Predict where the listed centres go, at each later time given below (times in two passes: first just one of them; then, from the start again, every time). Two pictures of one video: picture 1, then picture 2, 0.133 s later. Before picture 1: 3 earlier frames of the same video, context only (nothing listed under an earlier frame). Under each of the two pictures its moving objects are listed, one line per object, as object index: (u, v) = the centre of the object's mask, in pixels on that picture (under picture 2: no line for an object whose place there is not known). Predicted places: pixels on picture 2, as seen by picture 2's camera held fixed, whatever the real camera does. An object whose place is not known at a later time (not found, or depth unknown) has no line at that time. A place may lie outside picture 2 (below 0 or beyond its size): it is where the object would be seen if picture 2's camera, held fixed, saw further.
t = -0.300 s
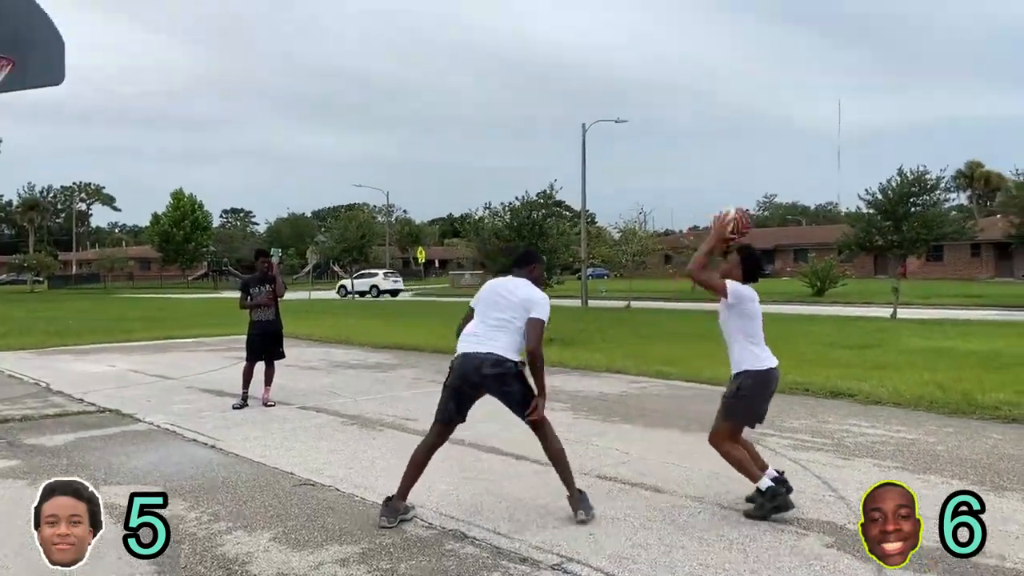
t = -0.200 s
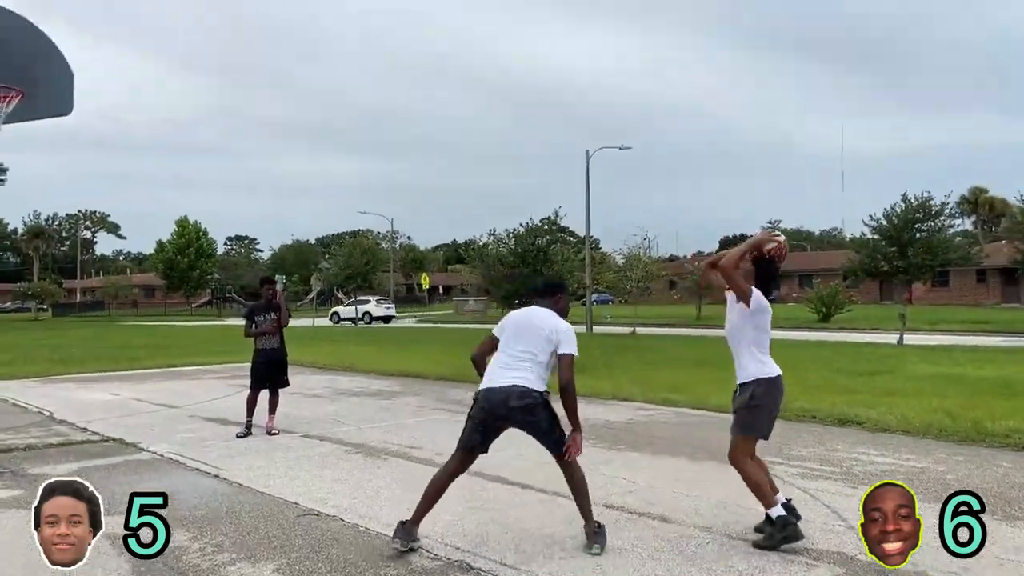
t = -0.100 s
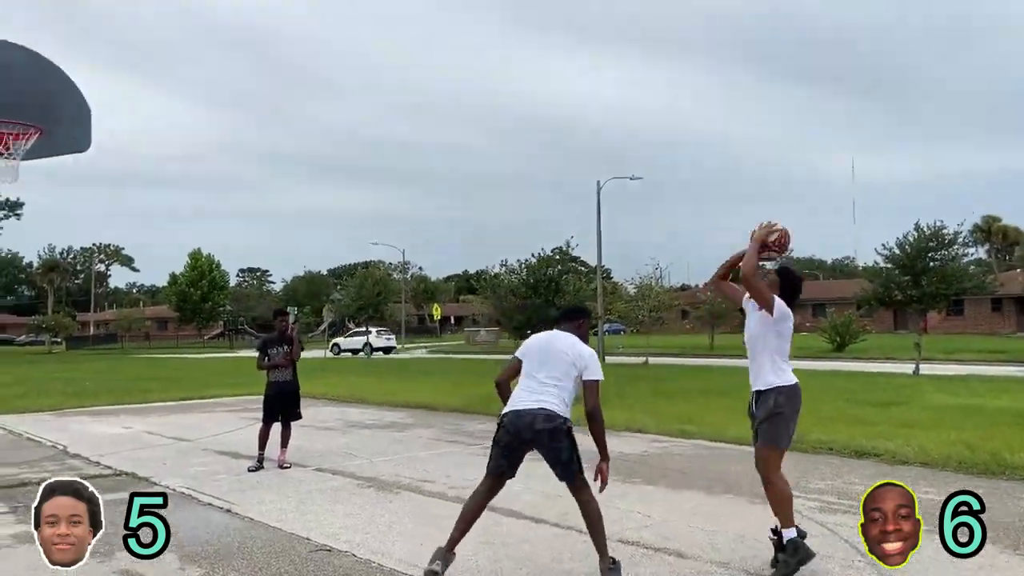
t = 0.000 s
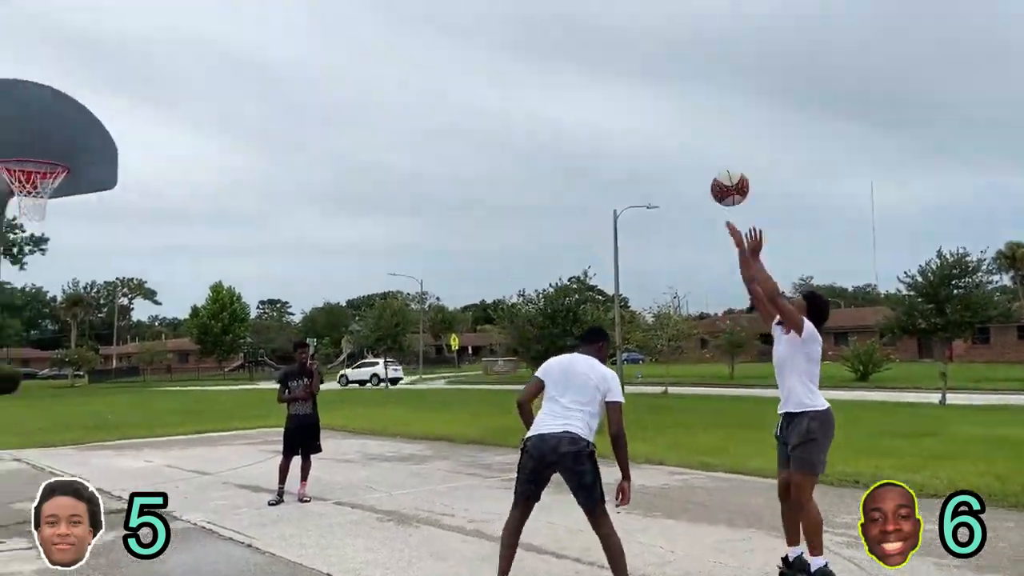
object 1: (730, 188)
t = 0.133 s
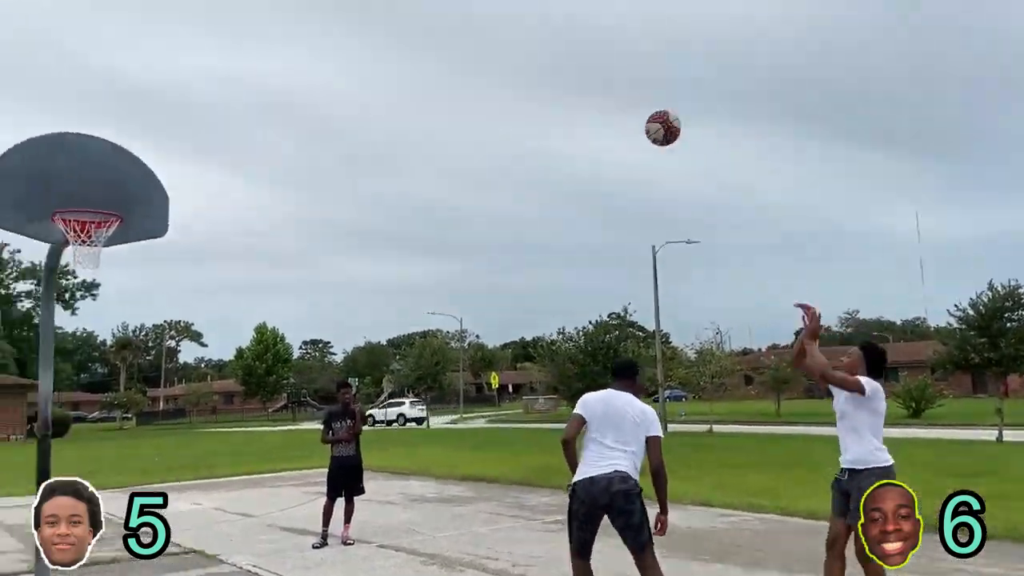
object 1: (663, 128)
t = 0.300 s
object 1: (543, 51)
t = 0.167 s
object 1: (638, 109)
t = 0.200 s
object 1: (613, 92)
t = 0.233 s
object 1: (589, 77)
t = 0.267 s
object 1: (566, 63)
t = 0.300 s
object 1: (543, 51)
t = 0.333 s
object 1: (521, 41)
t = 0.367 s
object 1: (500, 33)
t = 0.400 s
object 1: (479, 26)
